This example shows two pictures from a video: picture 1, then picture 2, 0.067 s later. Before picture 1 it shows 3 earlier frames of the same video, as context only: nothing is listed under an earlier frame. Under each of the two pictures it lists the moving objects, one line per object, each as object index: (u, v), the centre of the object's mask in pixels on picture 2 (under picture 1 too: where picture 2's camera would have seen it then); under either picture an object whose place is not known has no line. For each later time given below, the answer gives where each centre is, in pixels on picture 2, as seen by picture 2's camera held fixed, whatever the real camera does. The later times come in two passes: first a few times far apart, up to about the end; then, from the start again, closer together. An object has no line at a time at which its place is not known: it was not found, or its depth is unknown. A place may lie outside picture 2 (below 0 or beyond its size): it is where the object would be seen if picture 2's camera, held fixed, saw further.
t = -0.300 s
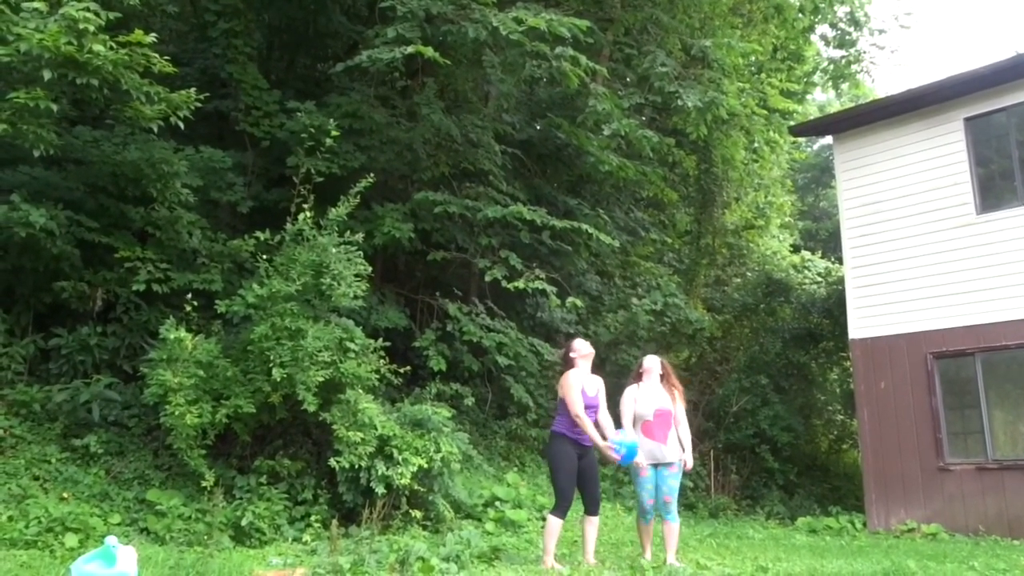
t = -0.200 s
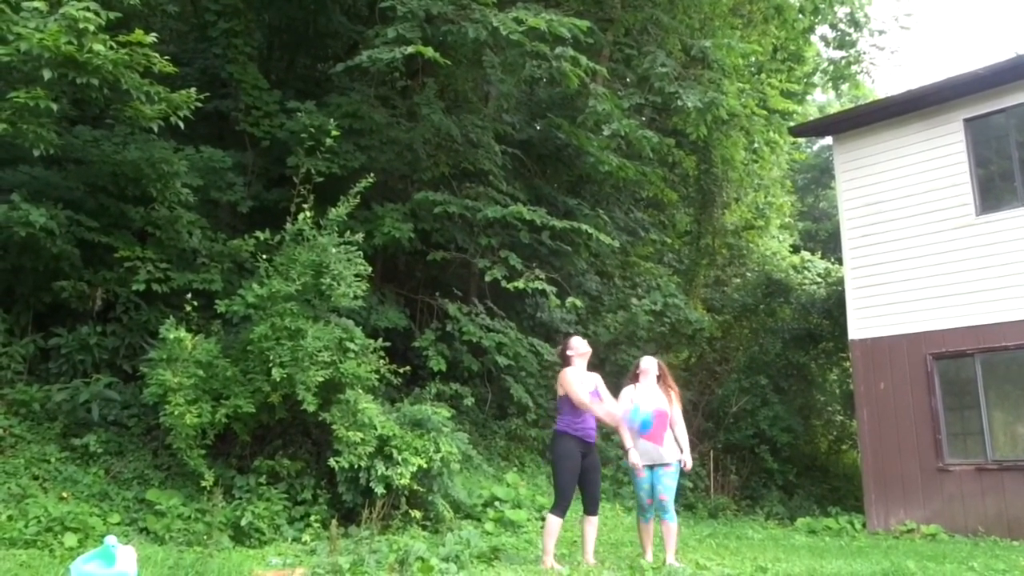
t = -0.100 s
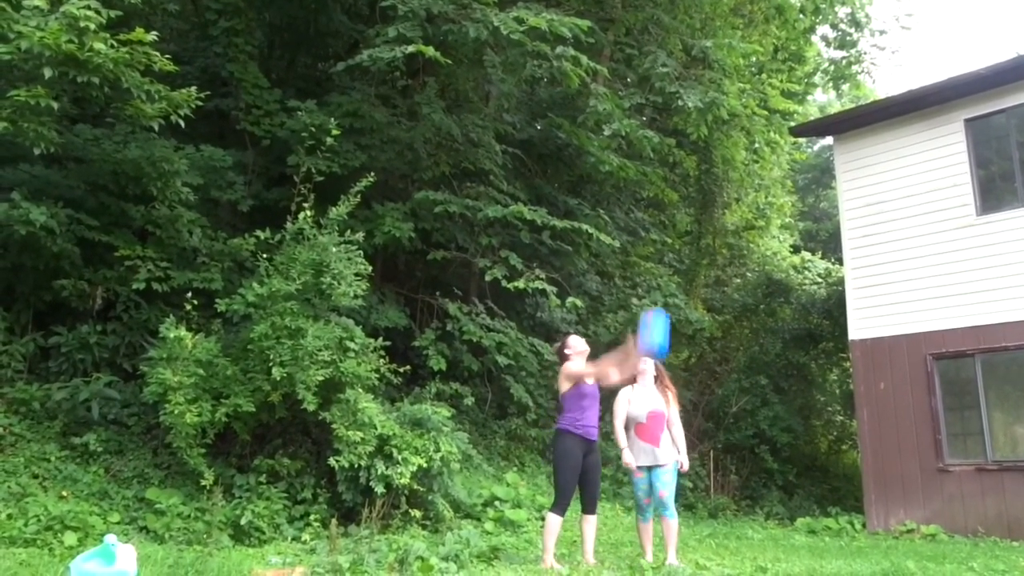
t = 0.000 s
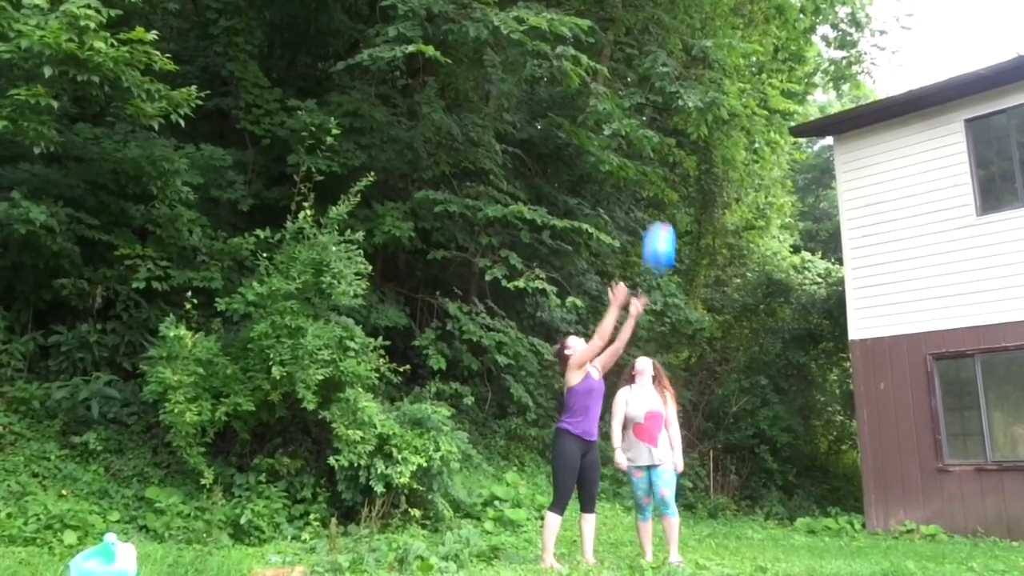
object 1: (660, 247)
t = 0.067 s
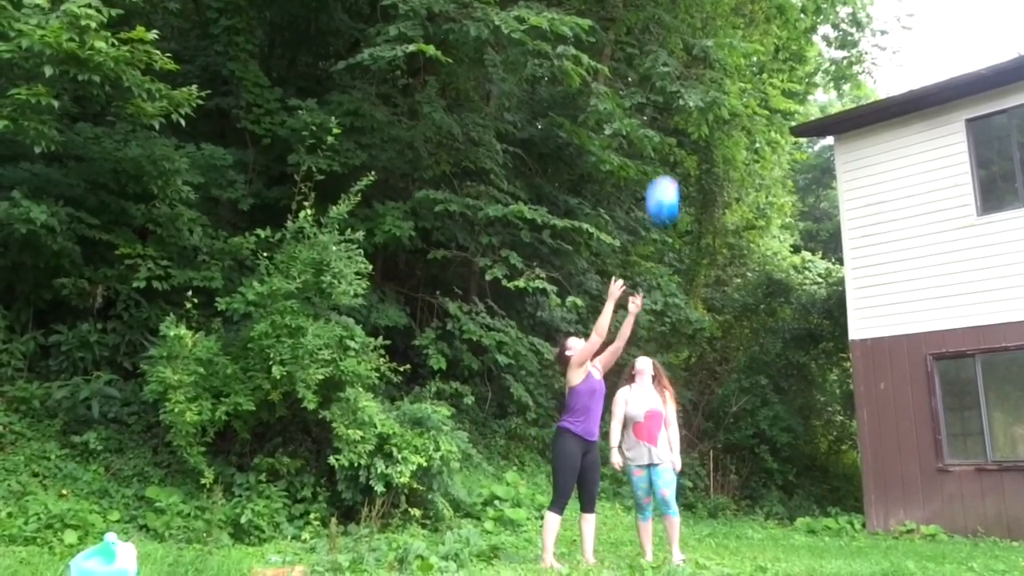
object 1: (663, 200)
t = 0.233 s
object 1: (670, 115)
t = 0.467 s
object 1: (684, 59)
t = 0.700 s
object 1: (700, 69)
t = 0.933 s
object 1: (718, 146)
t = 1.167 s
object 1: (740, 293)
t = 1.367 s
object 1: (767, 483)
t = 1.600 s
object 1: (780, 517)
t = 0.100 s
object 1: (664, 180)
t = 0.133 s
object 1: (665, 161)
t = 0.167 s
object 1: (667, 144)
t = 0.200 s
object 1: (668, 129)
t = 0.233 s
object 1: (670, 115)
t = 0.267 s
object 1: (671, 103)
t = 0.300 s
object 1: (673, 92)
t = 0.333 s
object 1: (675, 83)
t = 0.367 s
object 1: (677, 74)
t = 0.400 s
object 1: (679, 68)
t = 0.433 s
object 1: (682, 63)
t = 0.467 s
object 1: (684, 59)
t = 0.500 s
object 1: (686, 57)
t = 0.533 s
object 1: (688, 56)
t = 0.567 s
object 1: (691, 56)
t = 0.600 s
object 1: (693, 58)
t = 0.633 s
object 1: (696, 60)
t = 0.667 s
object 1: (698, 64)
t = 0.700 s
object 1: (700, 69)
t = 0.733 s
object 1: (703, 75)
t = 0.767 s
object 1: (705, 84)
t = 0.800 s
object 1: (708, 94)
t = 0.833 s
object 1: (710, 105)
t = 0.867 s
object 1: (713, 117)
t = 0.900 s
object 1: (715, 130)
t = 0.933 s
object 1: (718, 146)
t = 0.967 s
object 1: (720, 162)
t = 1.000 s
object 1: (723, 181)
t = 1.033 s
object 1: (726, 198)
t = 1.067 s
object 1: (729, 220)
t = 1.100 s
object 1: (733, 244)
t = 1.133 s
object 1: (737, 268)
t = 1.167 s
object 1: (740, 293)
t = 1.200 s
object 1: (744, 321)
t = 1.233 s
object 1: (748, 350)
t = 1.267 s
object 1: (752, 381)
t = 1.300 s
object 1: (757, 414)
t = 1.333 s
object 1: (762, 447)
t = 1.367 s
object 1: (767, 483)
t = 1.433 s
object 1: (776, 556)
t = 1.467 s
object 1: (779, 564)
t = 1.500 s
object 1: (779, 555)
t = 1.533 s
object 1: (780, 540)
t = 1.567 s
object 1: (780, 528)
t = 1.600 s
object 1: (780, 517)
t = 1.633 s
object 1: (780, 509)
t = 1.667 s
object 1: (781, 503)
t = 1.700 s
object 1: (781, 499)
